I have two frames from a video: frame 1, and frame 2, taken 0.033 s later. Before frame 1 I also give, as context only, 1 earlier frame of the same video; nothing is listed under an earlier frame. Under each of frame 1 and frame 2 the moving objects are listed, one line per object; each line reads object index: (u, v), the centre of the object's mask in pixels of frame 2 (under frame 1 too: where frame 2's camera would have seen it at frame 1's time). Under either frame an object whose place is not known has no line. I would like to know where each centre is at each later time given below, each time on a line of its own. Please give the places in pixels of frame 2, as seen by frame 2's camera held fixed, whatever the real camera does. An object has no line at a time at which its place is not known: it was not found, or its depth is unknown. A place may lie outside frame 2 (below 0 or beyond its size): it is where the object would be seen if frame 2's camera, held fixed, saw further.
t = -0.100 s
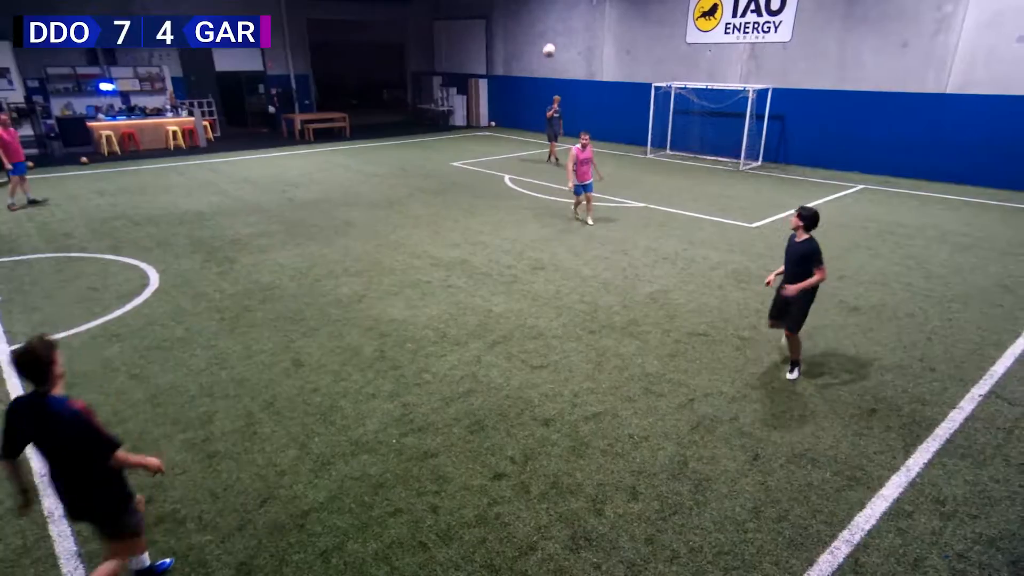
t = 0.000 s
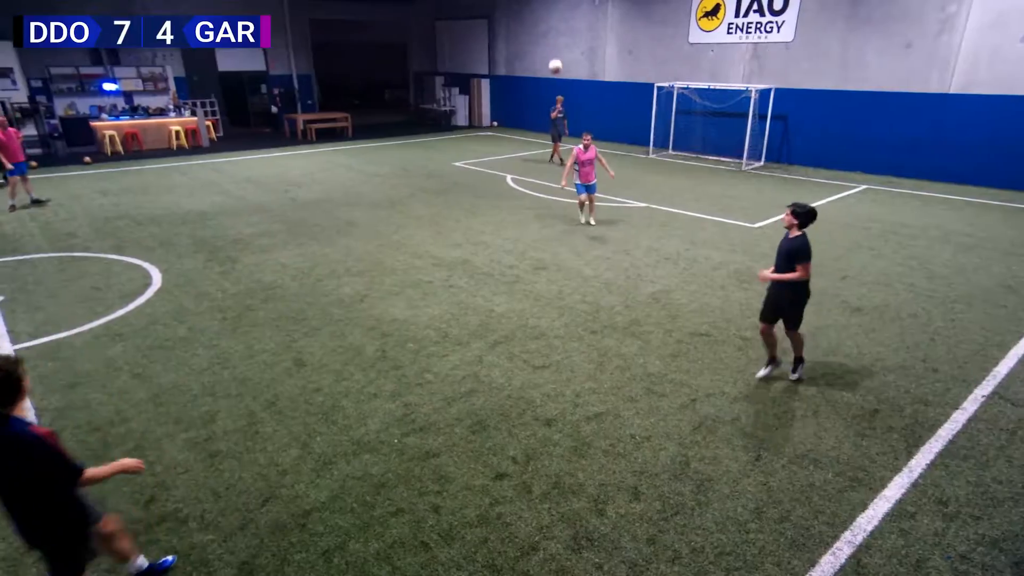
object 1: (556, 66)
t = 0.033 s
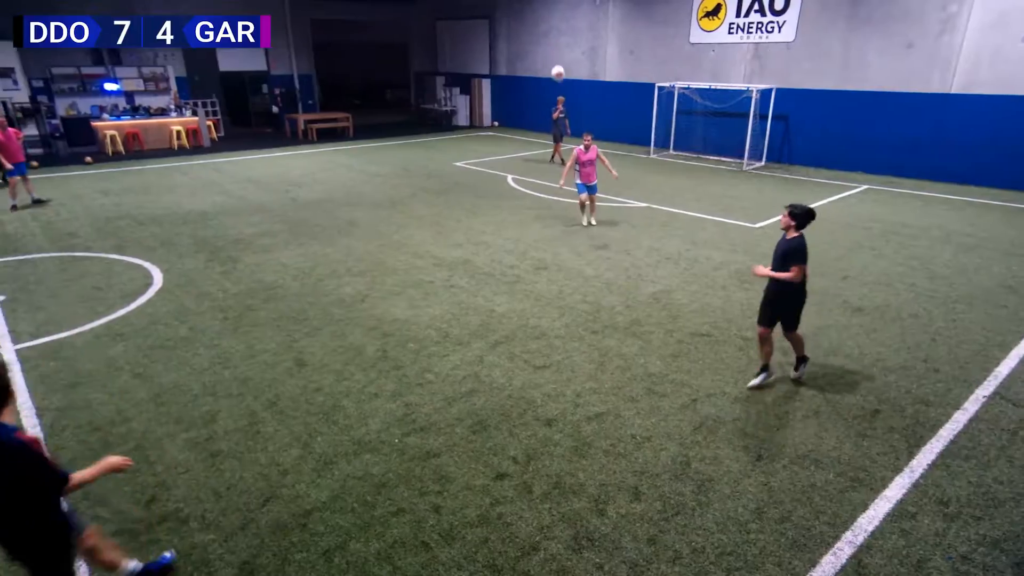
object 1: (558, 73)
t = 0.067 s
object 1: (559, 81)
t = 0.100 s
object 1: (561, 89)
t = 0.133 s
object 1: (563, 100)
